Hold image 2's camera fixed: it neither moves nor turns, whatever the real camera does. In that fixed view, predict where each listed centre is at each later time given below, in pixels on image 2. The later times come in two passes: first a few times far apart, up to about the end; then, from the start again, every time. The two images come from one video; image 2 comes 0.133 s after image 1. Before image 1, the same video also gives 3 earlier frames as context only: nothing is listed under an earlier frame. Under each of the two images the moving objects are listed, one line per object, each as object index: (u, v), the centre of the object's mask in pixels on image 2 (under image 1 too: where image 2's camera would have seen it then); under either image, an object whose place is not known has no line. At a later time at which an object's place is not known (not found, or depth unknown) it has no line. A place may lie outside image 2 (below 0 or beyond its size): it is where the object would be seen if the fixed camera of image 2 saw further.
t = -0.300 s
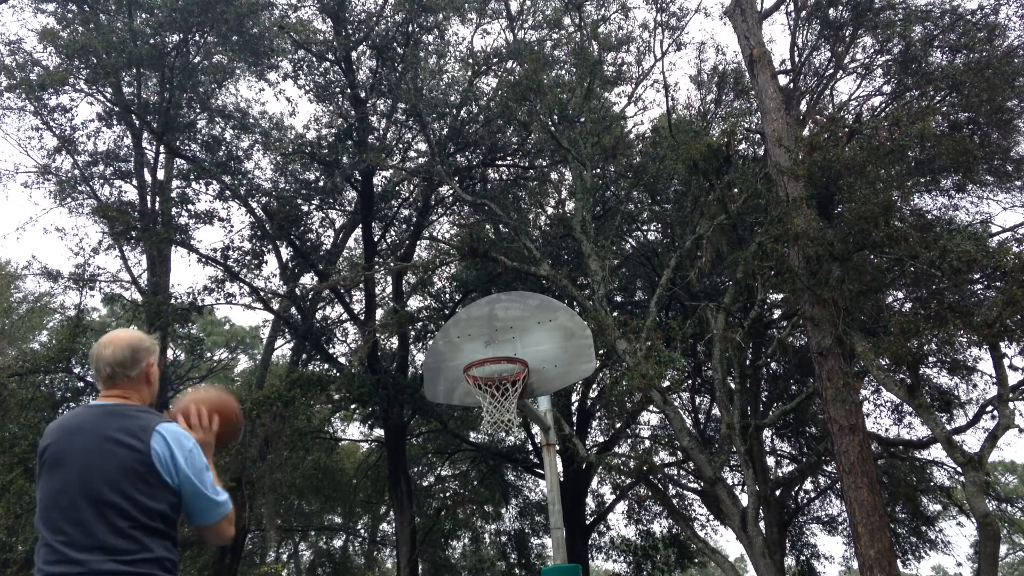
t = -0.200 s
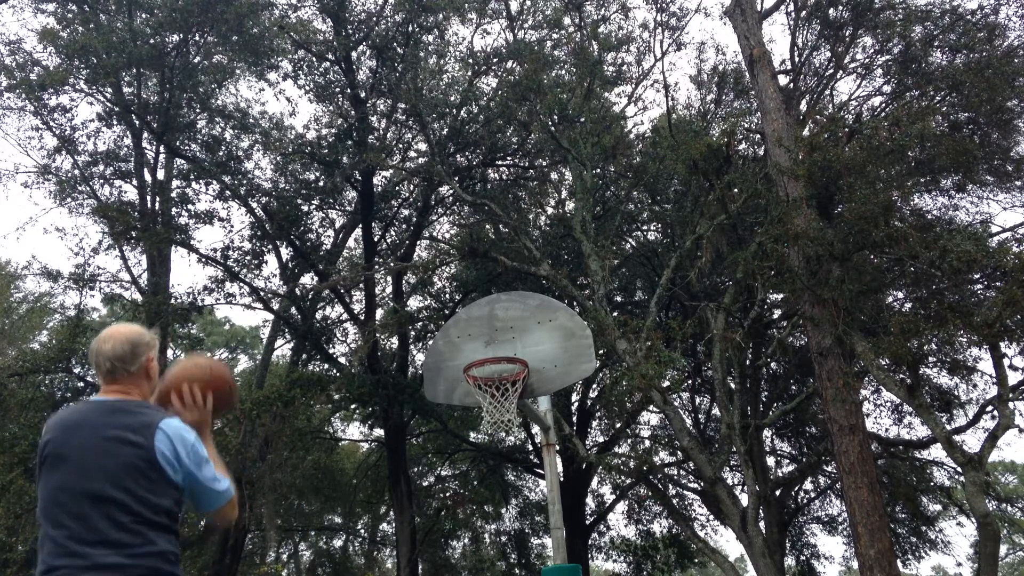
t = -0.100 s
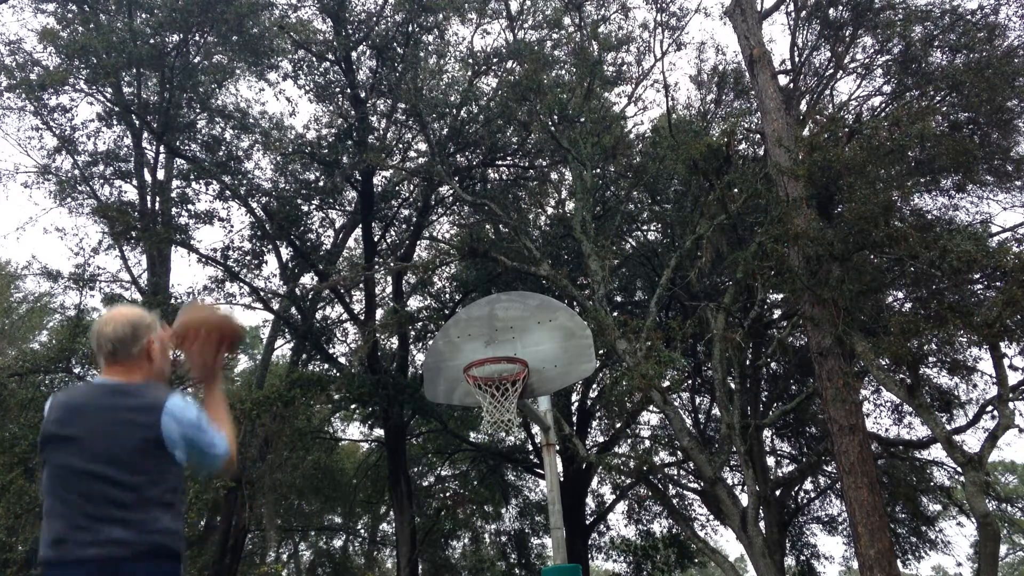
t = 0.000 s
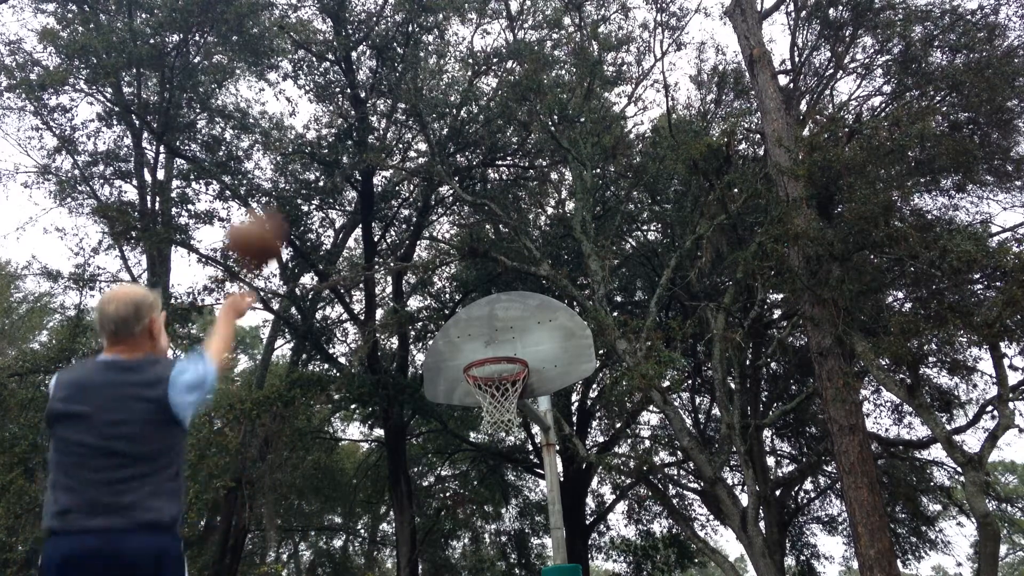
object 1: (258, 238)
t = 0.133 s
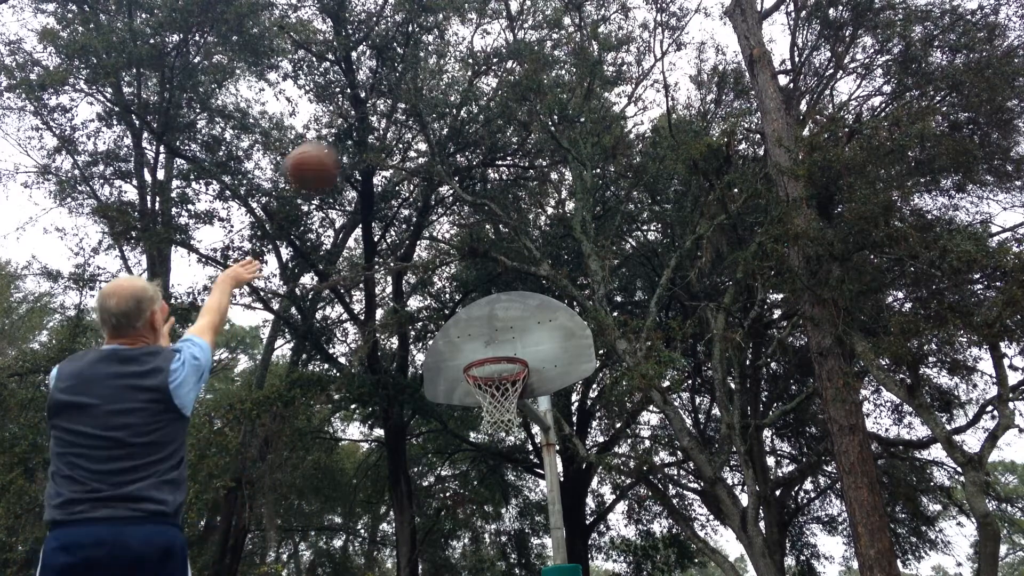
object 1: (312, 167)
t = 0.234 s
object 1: (346, 145)
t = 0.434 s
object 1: (399, 145)
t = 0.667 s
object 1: (452, 209)
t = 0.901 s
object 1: (499, 325)
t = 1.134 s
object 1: (507, 374)
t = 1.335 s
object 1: (501, 402)
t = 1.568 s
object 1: (487, 410)
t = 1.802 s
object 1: (514, 454)
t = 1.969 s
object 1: (539, 535)
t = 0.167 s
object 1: (324, 157)
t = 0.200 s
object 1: (335, 150)
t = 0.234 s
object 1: (346, 145)
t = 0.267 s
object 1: (354, 140)
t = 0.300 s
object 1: (365, 138)
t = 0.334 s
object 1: (374, 138)
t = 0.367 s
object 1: (381, 139)
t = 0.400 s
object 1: (391, 142)
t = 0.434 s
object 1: (399, 145)
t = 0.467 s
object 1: (408, 151)
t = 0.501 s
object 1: (416, 158)
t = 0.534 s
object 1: (423, 168)
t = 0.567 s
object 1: (430, 175)
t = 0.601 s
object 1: (437, 185)
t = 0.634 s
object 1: (444, 196)
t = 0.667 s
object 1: (452, 209)
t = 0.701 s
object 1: (461, 224)
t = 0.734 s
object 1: (467, 238)
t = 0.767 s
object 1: (472, 252)
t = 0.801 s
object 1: (478, 267)
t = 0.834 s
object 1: (485, 285)
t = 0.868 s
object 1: (492, 304)
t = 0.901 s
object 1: (499, 325)
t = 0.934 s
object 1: (505, 345)
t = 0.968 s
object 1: (502, 364)
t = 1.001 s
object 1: (499, 371)
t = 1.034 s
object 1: (490, 373)
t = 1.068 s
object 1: (497, 373)
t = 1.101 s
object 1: (503, 370)
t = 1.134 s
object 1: (507, 374)
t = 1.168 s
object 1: (513, 380)
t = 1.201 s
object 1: (515, 384)
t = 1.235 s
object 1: (512, 388)
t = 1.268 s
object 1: (512, 392)
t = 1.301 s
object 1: (505, 400)
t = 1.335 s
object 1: (501, 402)
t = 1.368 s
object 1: (496, 401)
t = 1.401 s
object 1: (492, 404)
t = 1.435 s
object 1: (484, 403)
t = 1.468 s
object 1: (483, 404)
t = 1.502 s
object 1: (485, 409)
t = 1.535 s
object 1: (482, 410)
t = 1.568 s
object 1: (487, 410)
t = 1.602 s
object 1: (489, 414)
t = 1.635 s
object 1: (494, 418)
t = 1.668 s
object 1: (497, 420)
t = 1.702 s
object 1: (501, 425)
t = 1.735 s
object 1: (505, 434)
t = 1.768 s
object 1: (509, 442)
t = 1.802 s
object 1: (514, 454)
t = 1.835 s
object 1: (518, 465)
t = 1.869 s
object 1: (522, 478)
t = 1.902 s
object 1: (529, 498)
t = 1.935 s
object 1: (535, 516)
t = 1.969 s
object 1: (539, 535)
